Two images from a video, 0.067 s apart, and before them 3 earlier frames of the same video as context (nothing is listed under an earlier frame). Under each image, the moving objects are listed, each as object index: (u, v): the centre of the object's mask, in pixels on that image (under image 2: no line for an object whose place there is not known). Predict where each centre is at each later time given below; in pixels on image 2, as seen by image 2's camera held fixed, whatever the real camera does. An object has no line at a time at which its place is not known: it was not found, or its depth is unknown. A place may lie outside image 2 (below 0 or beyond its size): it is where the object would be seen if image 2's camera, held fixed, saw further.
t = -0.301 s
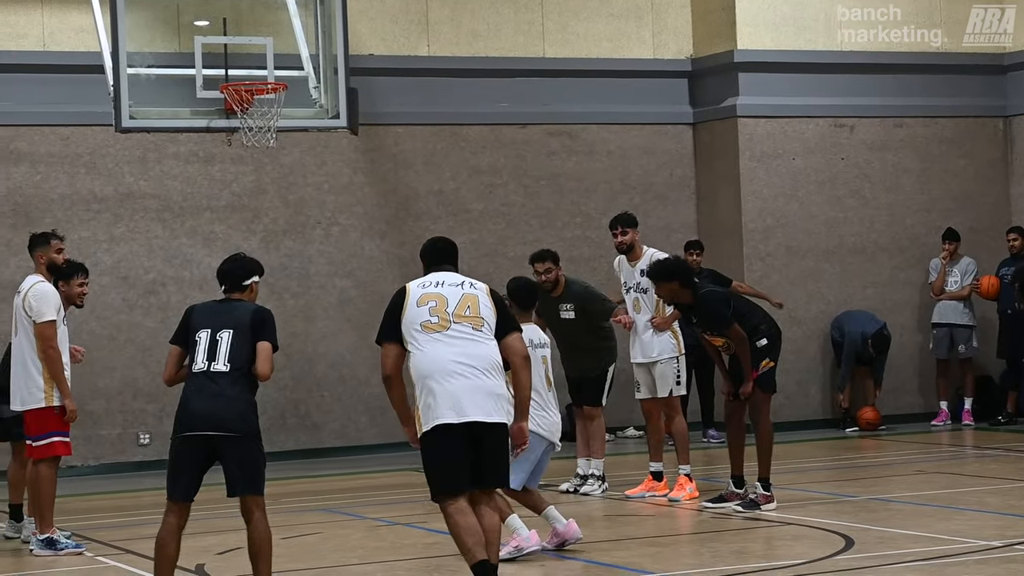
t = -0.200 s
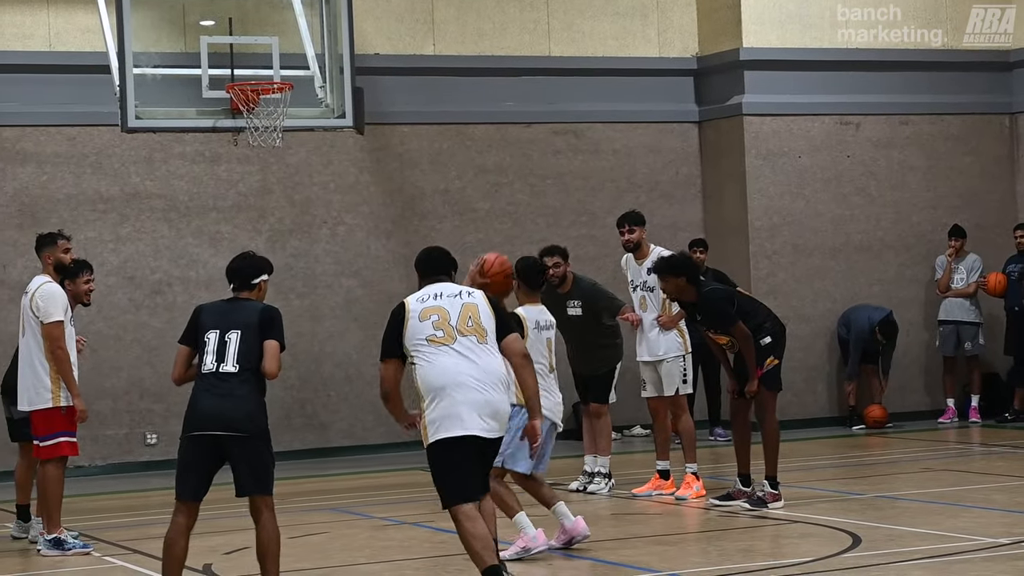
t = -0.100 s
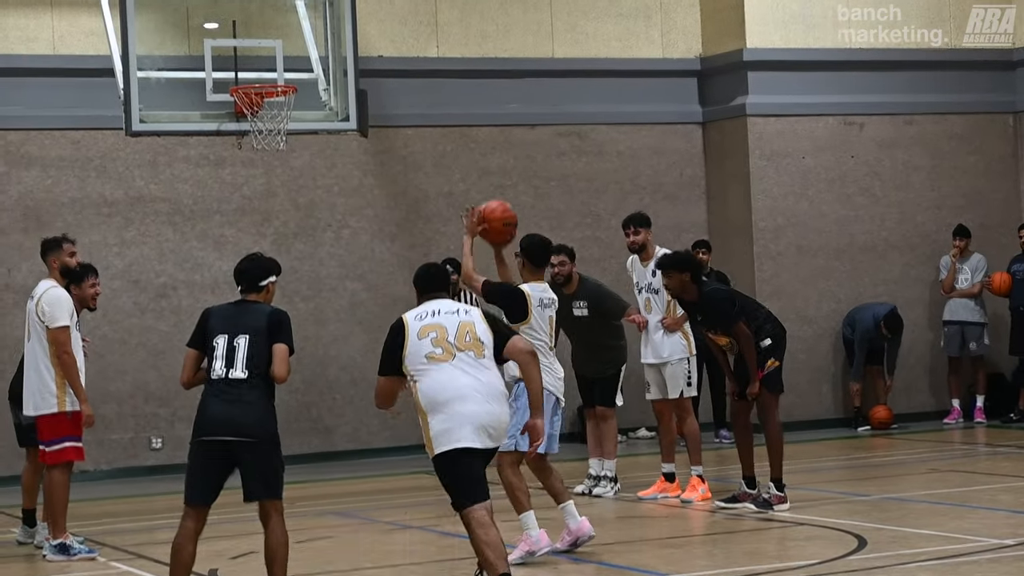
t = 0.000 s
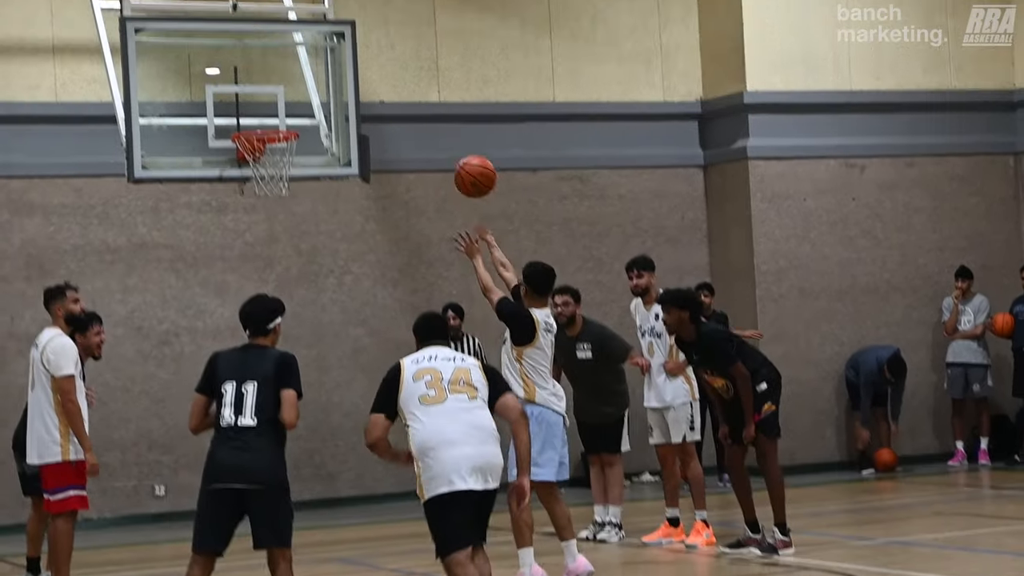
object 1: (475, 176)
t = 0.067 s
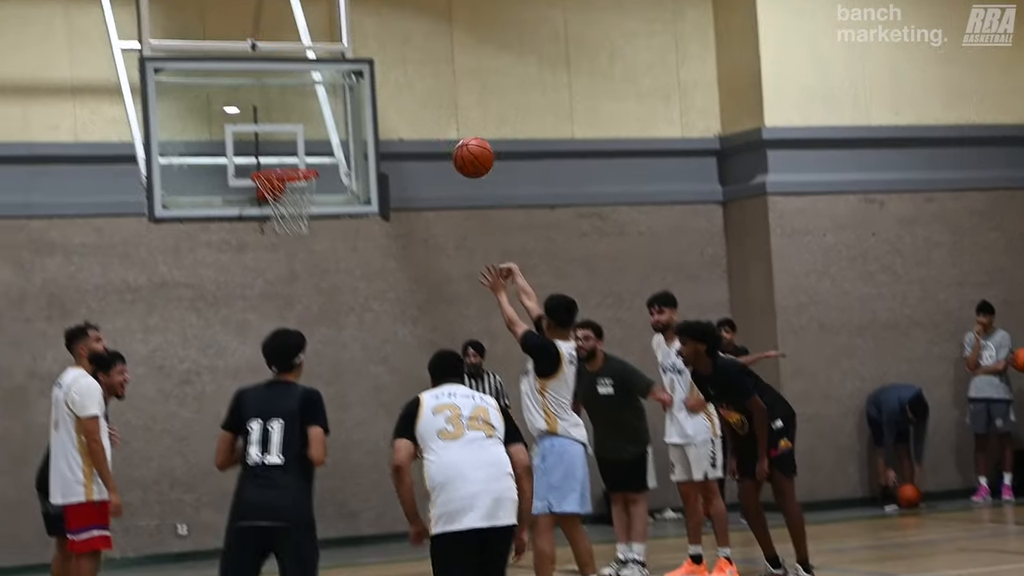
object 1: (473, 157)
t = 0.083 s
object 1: (467, 144)
